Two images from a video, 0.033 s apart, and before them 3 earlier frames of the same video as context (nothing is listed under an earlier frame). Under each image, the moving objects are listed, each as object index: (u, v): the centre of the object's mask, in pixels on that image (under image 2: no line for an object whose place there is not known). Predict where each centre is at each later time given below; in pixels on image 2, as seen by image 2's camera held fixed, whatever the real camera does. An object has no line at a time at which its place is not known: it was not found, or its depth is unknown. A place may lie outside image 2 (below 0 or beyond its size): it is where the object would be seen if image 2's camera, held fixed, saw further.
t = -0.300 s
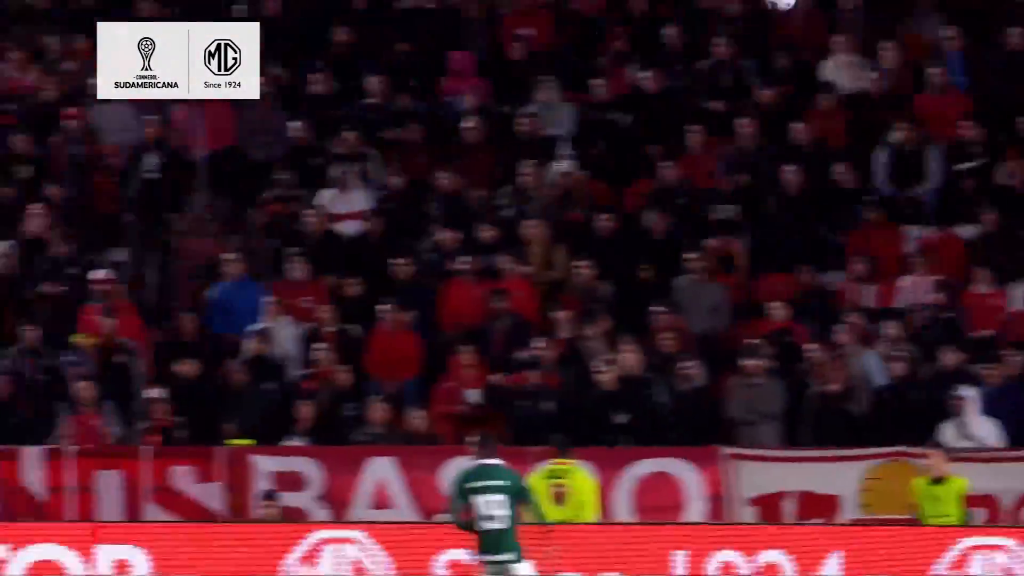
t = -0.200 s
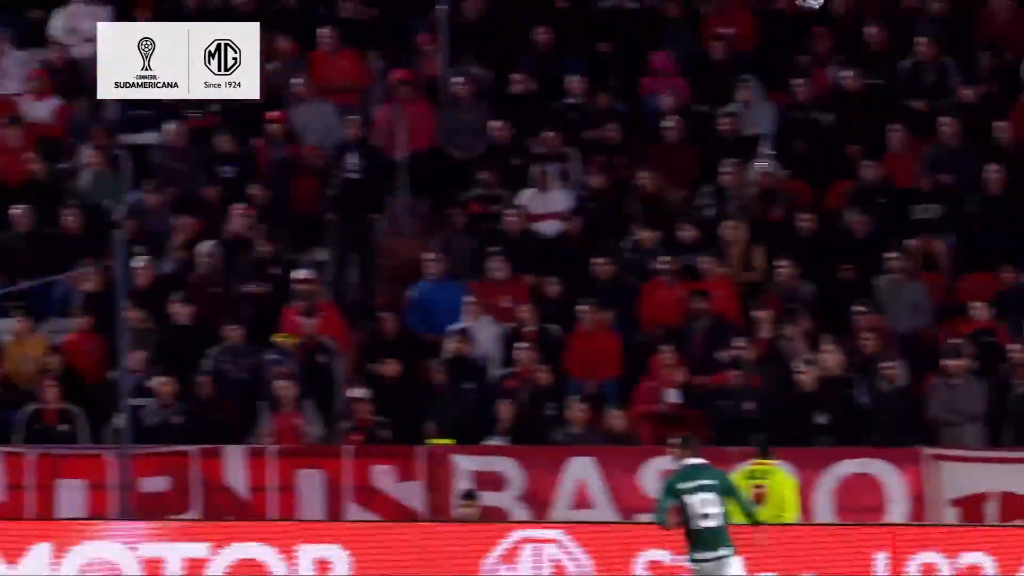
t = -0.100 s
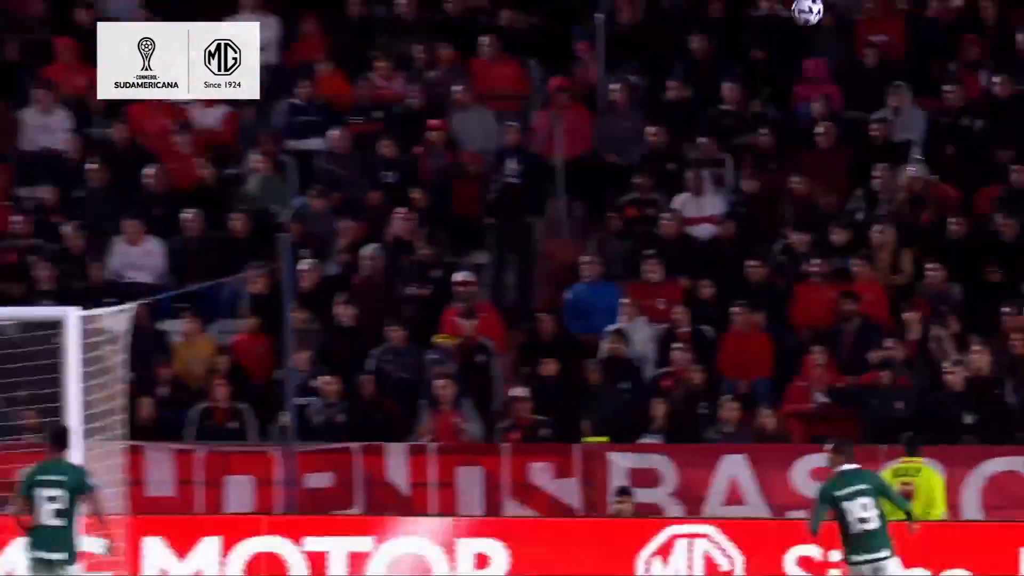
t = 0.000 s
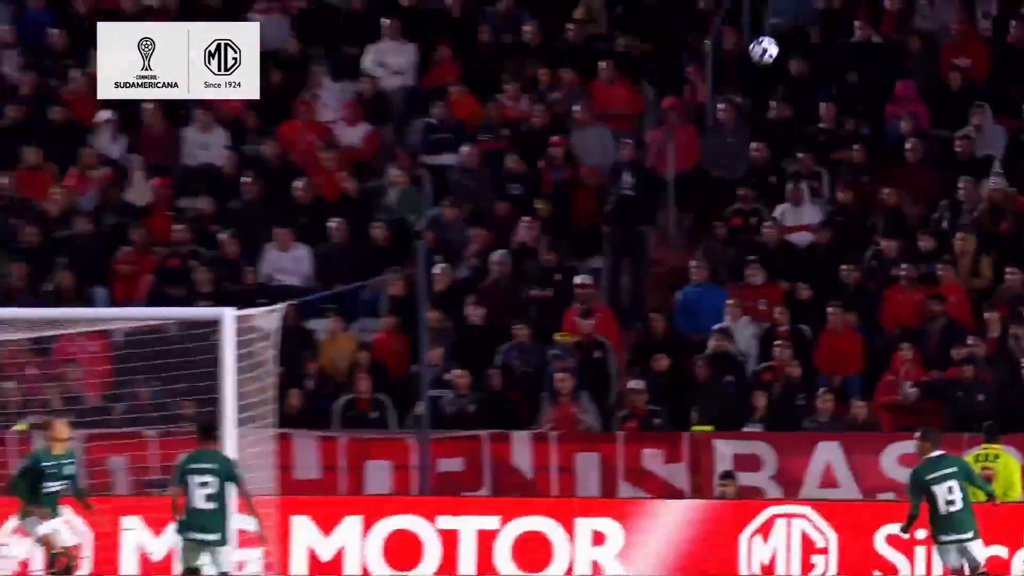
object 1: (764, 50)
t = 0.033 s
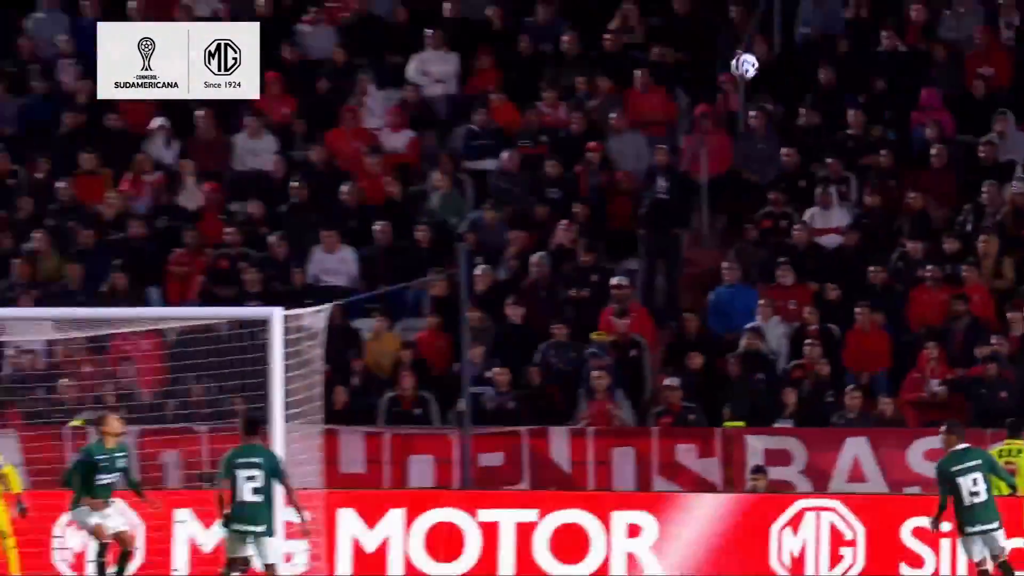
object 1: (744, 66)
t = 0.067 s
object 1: (705, 73)
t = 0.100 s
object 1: (659, 83)
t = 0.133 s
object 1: (622, 90)
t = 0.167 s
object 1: (585, 98)
